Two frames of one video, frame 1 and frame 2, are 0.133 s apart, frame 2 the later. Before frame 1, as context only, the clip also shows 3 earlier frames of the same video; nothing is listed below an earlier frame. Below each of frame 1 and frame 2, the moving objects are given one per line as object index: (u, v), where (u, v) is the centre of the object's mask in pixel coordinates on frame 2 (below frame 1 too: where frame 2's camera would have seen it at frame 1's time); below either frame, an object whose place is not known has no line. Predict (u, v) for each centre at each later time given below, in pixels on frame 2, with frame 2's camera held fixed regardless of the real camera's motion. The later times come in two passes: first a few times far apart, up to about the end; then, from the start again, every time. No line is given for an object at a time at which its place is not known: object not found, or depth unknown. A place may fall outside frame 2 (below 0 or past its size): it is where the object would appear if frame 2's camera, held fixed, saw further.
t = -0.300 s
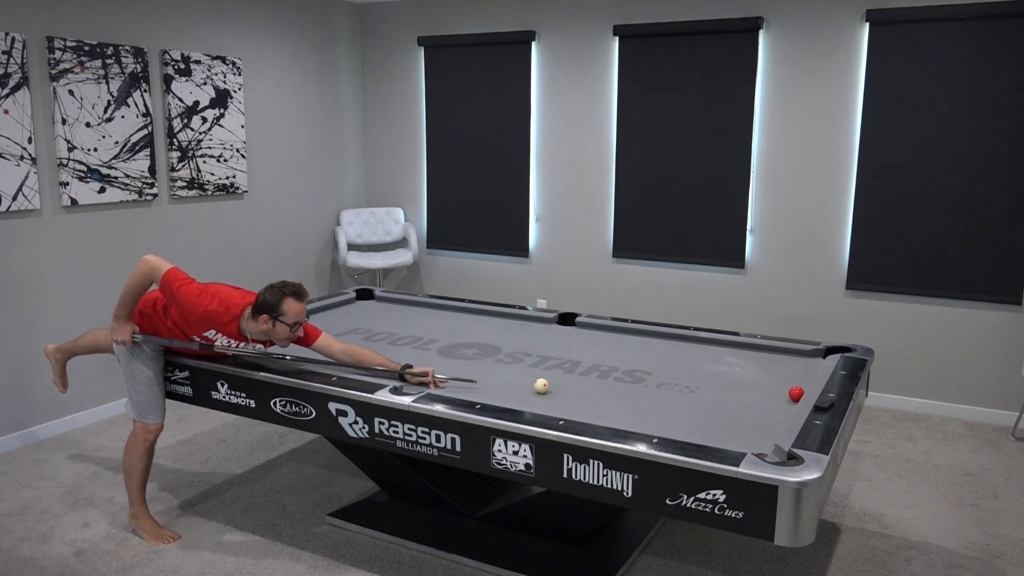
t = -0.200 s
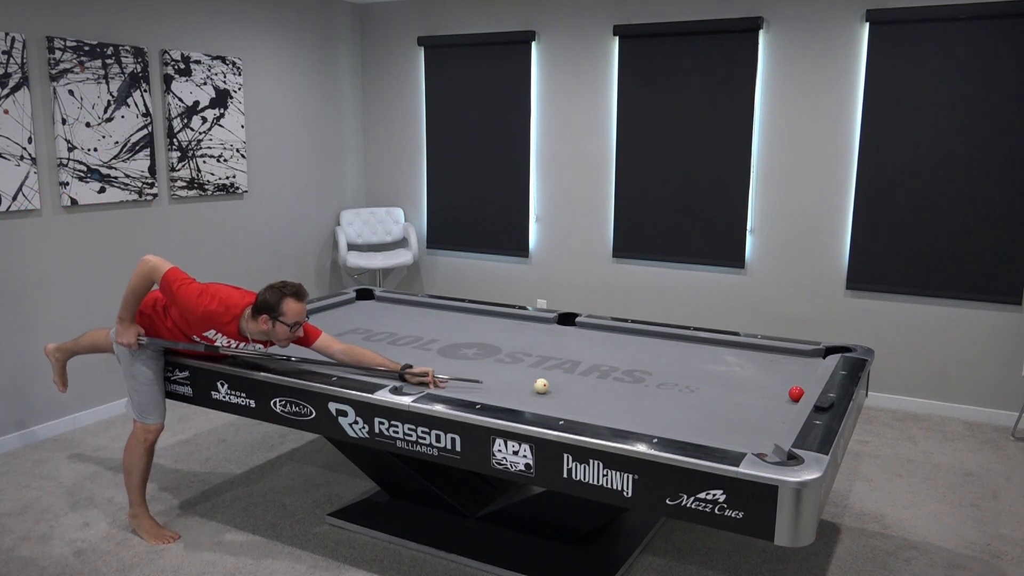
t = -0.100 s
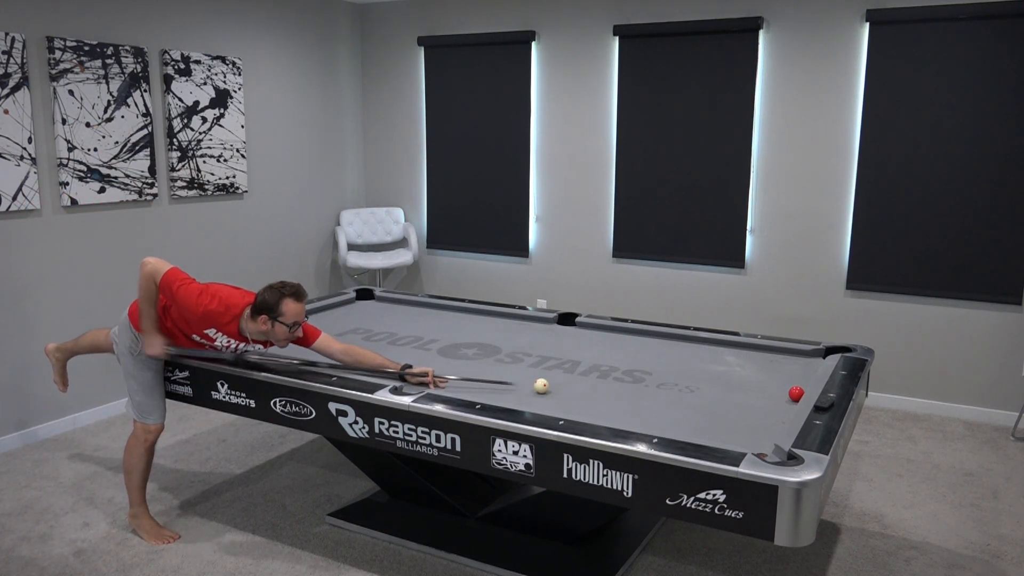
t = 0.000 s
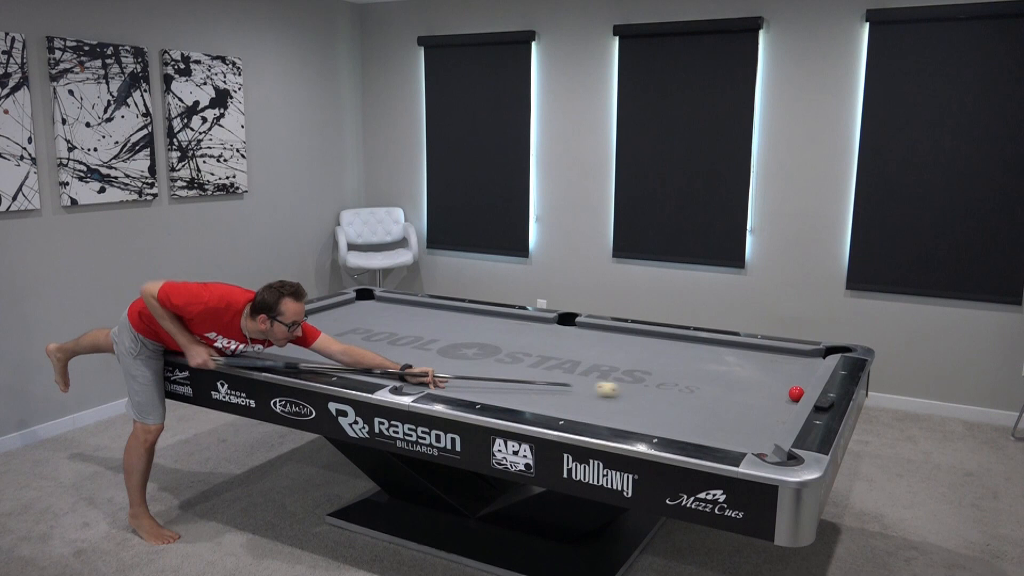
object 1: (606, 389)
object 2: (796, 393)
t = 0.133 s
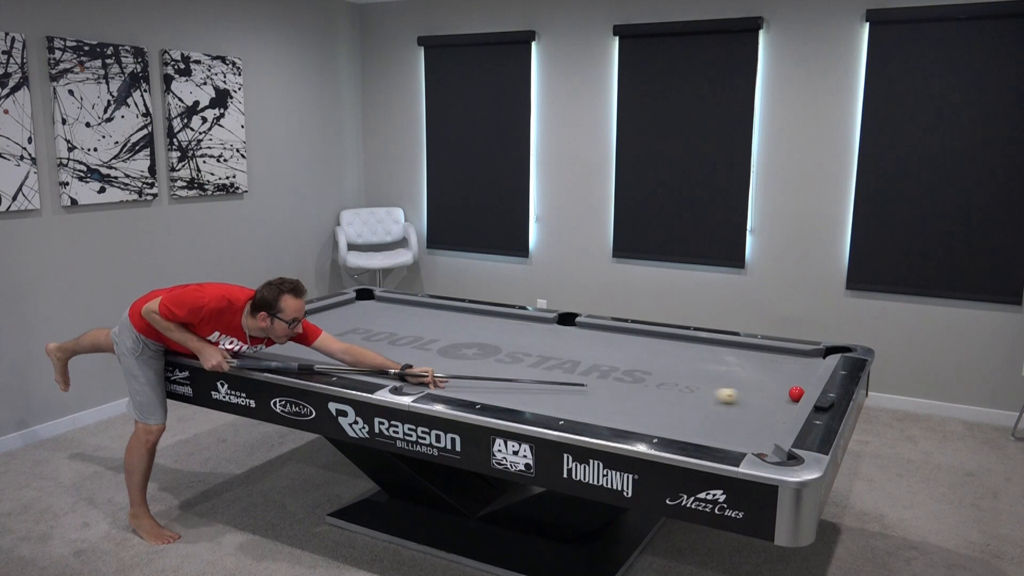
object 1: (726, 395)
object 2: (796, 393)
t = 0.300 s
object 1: (748, 390)
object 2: (799, 388)
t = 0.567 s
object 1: (641, 368)
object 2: (806, 375)
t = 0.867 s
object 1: (553, 349)
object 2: (812, 363)
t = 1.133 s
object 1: (486, 334)
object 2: (818, 353)
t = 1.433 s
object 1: (422, 320)
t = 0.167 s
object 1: (755, 397)
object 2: (796, 393)
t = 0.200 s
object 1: (783, 399)
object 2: (797, 392)
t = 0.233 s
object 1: (784, 396)
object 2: (798, 391)
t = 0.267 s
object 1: (766, 393)
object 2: (798, 390)
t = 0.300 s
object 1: (748, 390)
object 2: (799, 388)
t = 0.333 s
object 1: (731, 387)
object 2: (800, 386)
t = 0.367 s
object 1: (716, 384)
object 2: (801, 384)
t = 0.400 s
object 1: (701, 381)
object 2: (802, 383)
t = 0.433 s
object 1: (687, 378)
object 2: (803, 381)
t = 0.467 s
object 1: (674, 376)
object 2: (804, 380)
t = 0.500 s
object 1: (663, 373)
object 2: (804, 378)
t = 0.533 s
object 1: (652, 370)
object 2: (805, 377)
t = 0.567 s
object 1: (641, 368)
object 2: (806, 375)
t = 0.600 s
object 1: (630, 366)
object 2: (807, 374)
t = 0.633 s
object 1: (620, 364)
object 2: (808, 373)
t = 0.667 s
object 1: (610, 361)
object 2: (808, 371)
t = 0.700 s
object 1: (600, 359)
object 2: (809, 370)
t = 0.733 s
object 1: (590, 357)
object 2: (810, 368)
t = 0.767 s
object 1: (580, 355)
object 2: (811, 367)
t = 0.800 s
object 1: (571, 353)
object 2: (811, 366)
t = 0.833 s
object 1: (562, 351)
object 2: (812, 364)
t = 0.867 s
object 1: (553, 349)
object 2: (812, 363)
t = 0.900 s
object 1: (544, 347)
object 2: (813, 362)
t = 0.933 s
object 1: (535, 345)
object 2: (814, 360)
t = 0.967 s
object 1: (527, 343)
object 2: (814, 359)
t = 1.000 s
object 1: (518, 341)
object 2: (815, 358)
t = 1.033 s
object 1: (510, 339)
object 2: (816, 357)
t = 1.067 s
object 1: (502, 338)
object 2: (816, 355)
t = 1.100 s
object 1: (494, 336)
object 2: (817, 354)
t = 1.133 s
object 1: (486, 334)
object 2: (818, 353)
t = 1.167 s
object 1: (479, 332)
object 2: (819, 353)
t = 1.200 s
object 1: (471, 331)
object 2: (822, 353)
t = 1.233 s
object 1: (464, 329)
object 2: (824, 353)
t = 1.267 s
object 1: (456, 327)
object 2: (826, 353)
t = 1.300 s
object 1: (450, 326)
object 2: (829, 353)
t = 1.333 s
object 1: (443, 324)
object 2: (832, 353)
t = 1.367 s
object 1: (436, 323)
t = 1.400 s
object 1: (429, 321)
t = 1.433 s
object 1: (422, 320)
